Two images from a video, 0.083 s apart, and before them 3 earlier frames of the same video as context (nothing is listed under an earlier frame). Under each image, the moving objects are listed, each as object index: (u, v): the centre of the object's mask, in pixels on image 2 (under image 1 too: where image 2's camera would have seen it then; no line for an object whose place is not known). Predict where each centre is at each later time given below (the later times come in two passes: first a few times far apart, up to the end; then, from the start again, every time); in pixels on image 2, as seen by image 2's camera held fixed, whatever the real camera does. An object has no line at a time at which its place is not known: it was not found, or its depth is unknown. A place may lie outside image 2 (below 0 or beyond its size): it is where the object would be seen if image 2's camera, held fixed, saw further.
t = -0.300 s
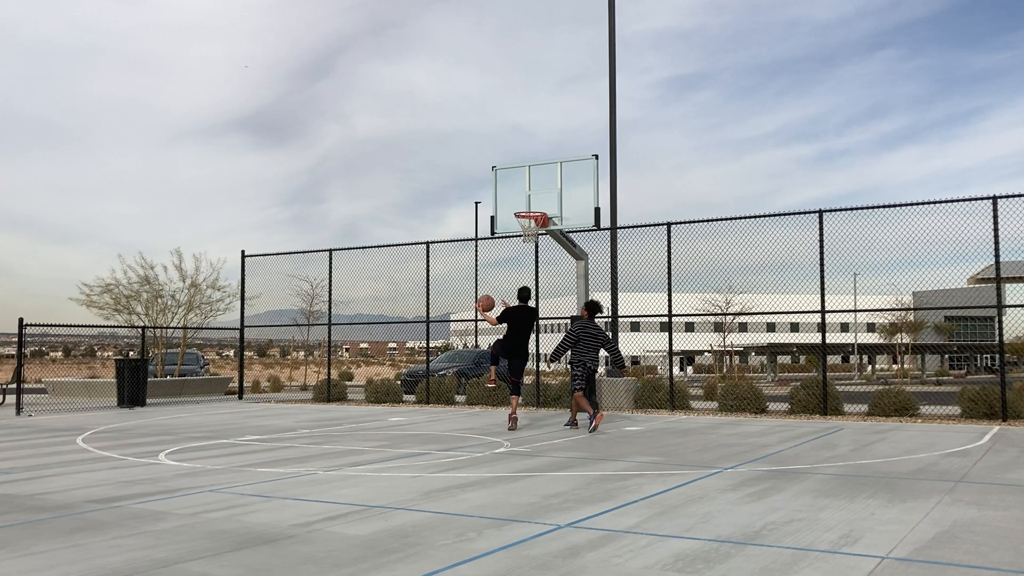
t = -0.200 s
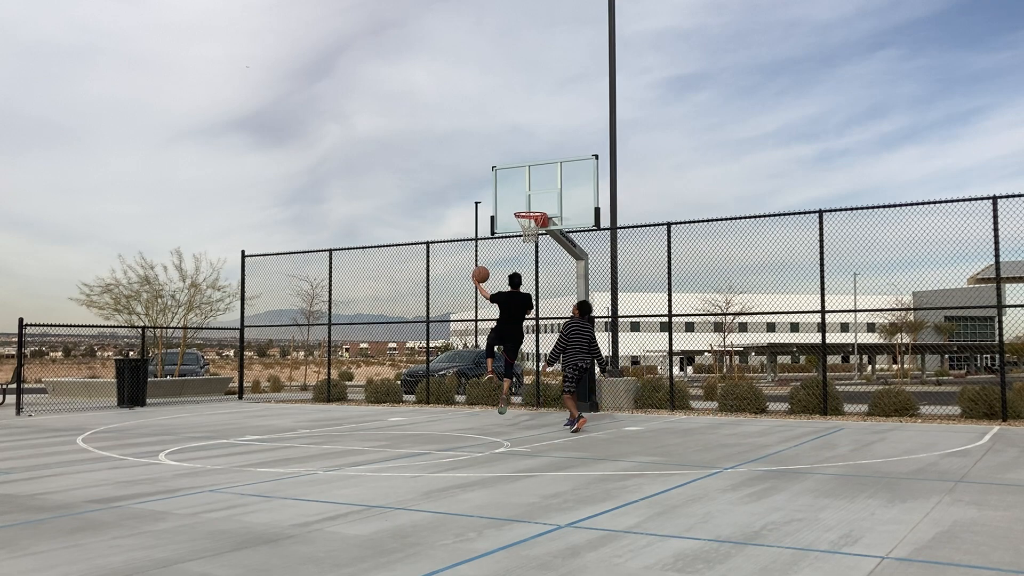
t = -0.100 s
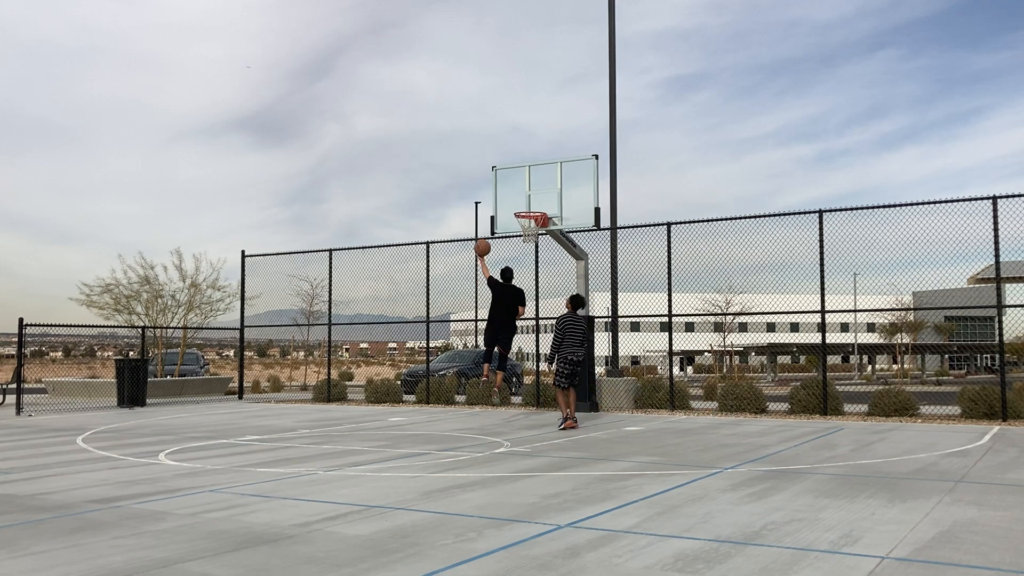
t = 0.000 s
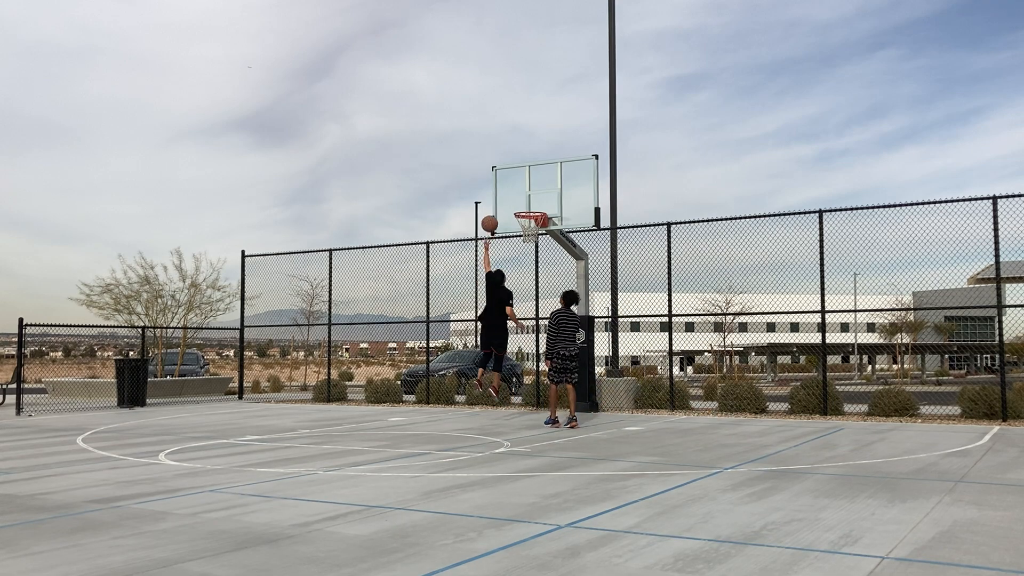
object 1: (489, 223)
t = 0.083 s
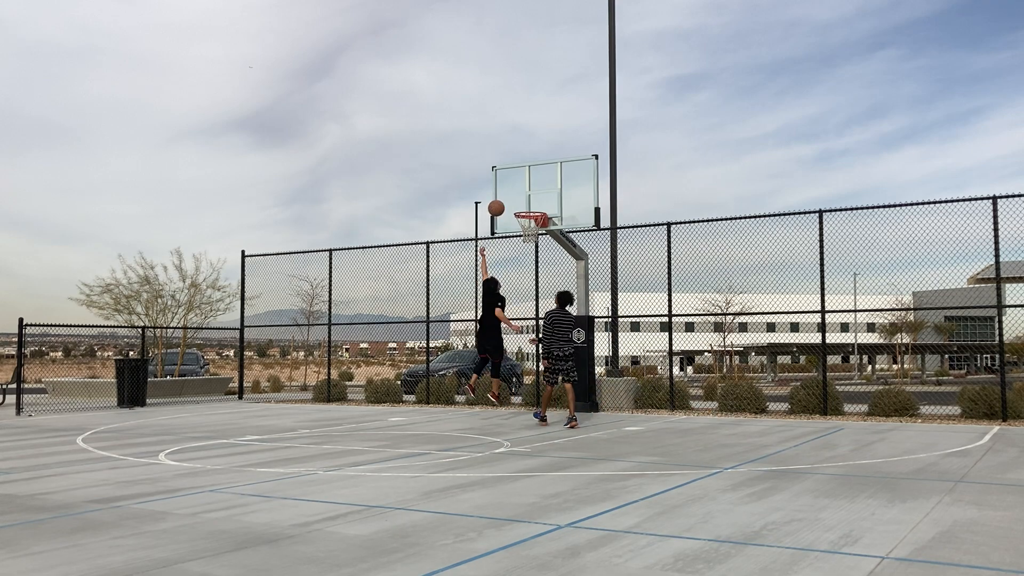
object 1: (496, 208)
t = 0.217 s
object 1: (506, 193)
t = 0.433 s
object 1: (523, 194)
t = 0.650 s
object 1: (534, 220)
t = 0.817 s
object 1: (525, 249)
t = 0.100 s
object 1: (497, 205)
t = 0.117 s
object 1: (499, 203)
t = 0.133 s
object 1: (500, 201)
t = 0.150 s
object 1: (501, 199)
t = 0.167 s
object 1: (503, 197)
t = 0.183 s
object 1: (504, 195)
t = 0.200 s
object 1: (505, 194)
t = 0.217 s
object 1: (506, 193)
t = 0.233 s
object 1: (508, 192)
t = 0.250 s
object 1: (509, 190)
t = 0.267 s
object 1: (510, 190)
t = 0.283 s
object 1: (512, 189)
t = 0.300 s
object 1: (513, 189)
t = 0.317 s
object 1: (514, 189)
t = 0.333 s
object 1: (515, 190)
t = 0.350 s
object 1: (516, 189)
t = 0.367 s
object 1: (518, 190)
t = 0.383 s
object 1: (519, 191)
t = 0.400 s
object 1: (520, 192)
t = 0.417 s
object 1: (521, 193)
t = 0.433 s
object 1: (523, 194)
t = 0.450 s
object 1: (524, 195)
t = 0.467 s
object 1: (525, 197)
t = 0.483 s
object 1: (526, 198)
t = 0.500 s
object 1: (528, 200)
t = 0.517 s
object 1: (529, 202)
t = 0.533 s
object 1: (530, 204)
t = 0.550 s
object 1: (531, 206)
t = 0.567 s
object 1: (533, 208)
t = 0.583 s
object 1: (534, 208)
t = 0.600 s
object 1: (534, 214)
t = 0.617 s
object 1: (535, 217)
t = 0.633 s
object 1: (535, 219)
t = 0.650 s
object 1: (534, 220)
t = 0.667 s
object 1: (532, 223)
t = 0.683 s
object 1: (532, 225)
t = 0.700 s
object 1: (530, 228)
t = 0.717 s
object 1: (529, 231)
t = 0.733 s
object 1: (528, 234)
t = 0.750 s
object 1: (528, 236)
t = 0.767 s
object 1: (527, 240)
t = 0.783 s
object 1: (526, 243)
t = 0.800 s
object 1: (525, 245)
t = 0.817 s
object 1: (525, 249)
